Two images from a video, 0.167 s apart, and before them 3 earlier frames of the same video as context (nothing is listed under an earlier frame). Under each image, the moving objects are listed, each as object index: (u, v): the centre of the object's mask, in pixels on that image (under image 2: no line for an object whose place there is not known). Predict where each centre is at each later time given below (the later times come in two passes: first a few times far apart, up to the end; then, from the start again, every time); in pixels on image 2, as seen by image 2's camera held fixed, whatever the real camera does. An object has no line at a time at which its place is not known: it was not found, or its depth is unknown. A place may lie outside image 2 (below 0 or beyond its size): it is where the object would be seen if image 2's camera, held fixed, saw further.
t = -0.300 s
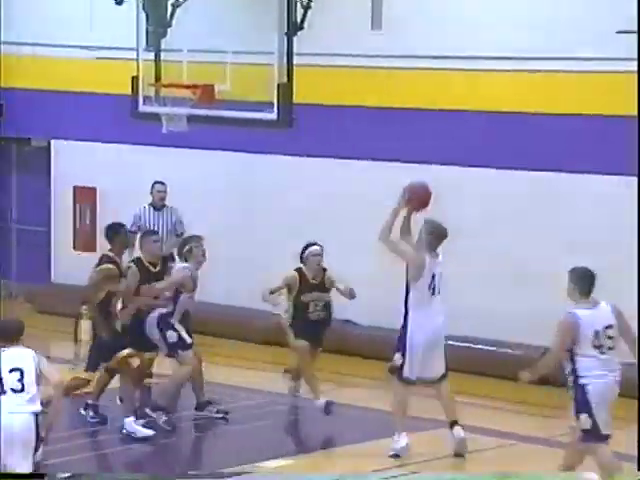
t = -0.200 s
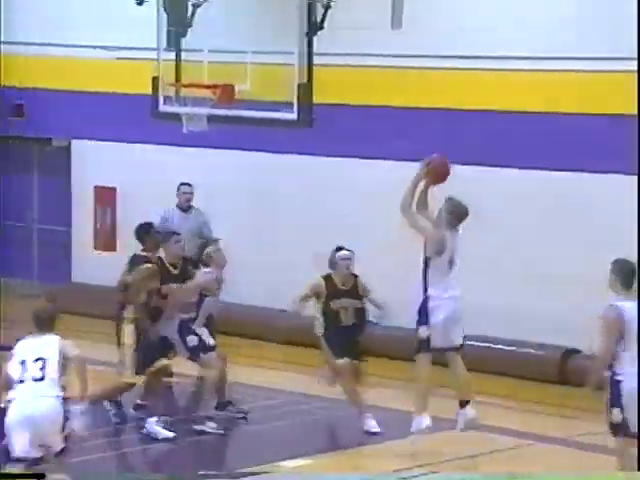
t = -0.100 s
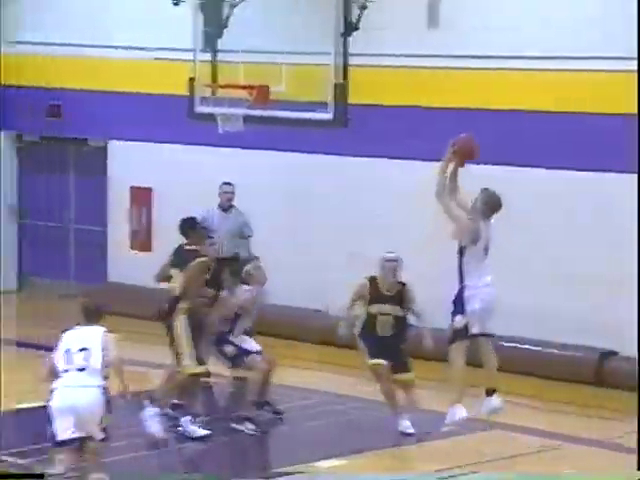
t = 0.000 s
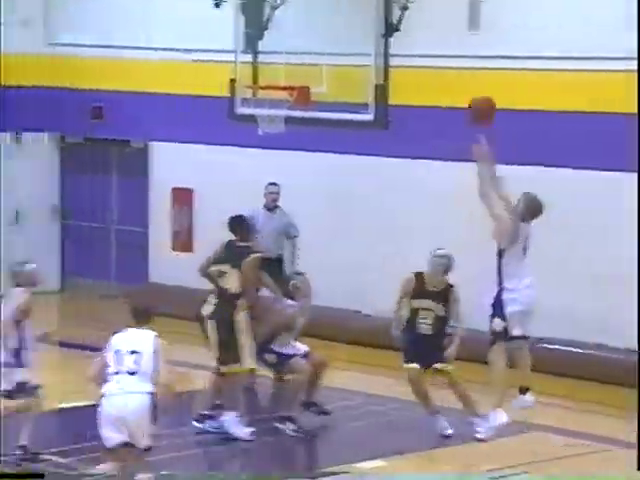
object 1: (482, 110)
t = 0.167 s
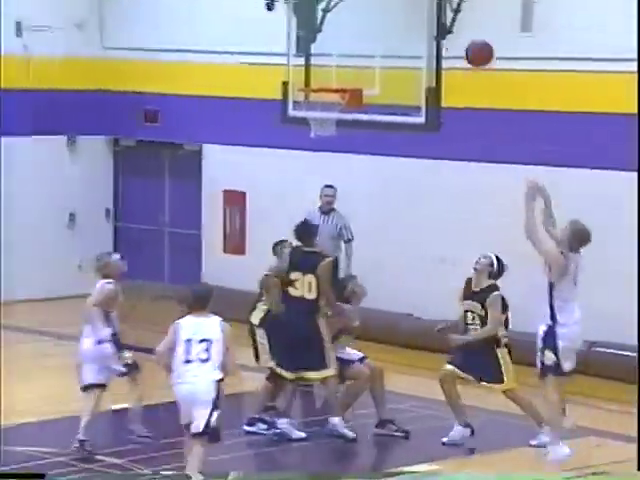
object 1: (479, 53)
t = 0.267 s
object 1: (447, 35)
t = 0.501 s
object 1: (373, 38)
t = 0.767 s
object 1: (322, 73)
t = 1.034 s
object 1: (335, 92)
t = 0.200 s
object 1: (468, 46)
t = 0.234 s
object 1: (457, 40)
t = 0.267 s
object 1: (447, 35)
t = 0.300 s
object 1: (435, 32)
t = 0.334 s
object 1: (424, 29)
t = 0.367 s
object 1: (414, 29)
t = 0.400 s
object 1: (403, 29)
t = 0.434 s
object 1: (393, 31)
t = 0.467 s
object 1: (382, 33)
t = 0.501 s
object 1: (373, 38)
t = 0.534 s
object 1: (363, 43)
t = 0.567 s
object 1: (353, 49)
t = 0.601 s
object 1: (343, 57)
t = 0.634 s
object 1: (333, 66)
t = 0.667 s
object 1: (323, 76)
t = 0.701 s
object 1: (319, 78)
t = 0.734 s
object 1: (320, 75)
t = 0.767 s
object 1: (322, 73)
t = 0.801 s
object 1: (324, 71)
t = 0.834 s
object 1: (325, 70)
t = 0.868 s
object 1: (326, 71)
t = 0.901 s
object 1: (328, 72)
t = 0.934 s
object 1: (330, 76)
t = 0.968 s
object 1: (332, 80)
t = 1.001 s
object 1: (334, 86)
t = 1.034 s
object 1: (335, 92)
